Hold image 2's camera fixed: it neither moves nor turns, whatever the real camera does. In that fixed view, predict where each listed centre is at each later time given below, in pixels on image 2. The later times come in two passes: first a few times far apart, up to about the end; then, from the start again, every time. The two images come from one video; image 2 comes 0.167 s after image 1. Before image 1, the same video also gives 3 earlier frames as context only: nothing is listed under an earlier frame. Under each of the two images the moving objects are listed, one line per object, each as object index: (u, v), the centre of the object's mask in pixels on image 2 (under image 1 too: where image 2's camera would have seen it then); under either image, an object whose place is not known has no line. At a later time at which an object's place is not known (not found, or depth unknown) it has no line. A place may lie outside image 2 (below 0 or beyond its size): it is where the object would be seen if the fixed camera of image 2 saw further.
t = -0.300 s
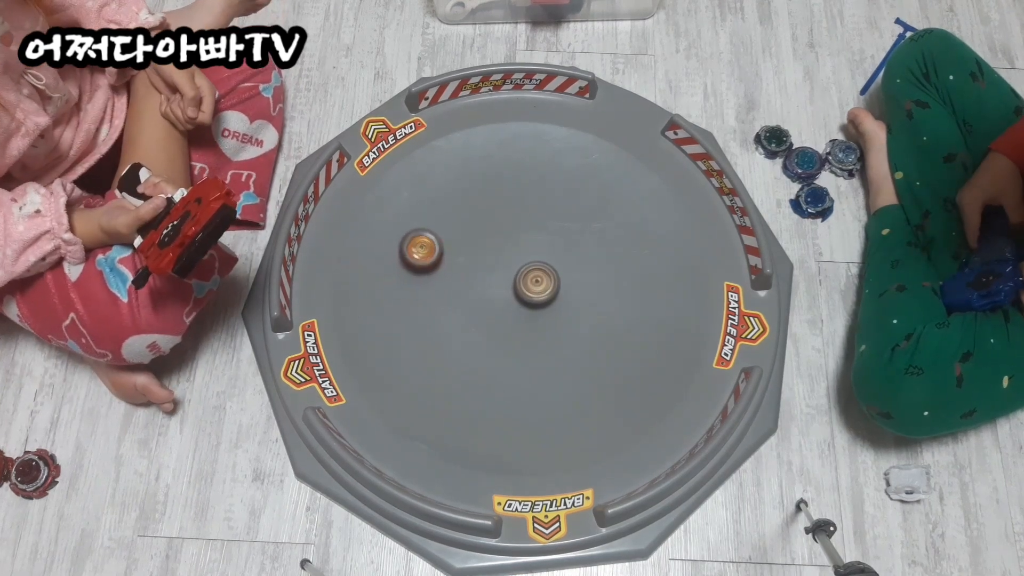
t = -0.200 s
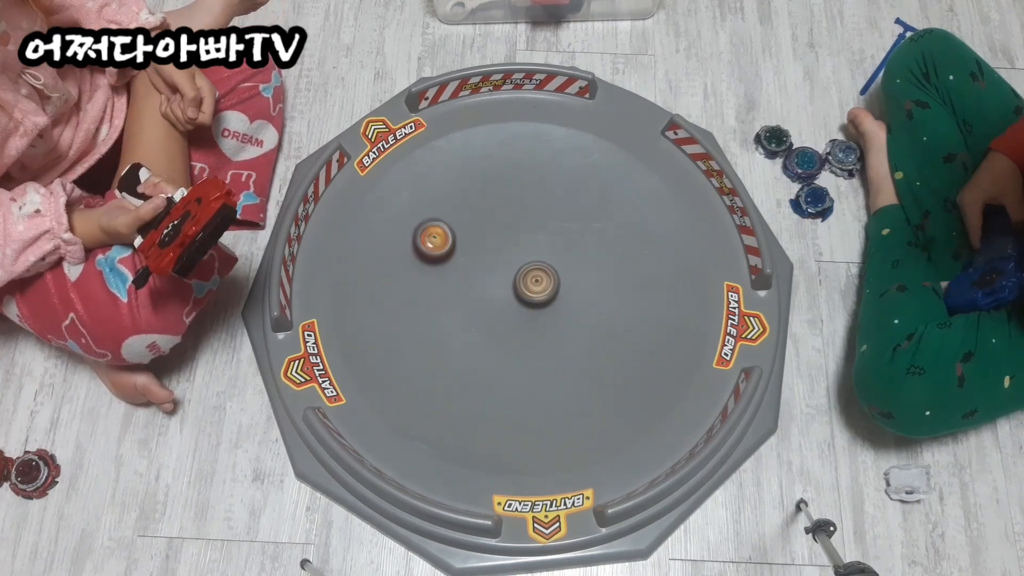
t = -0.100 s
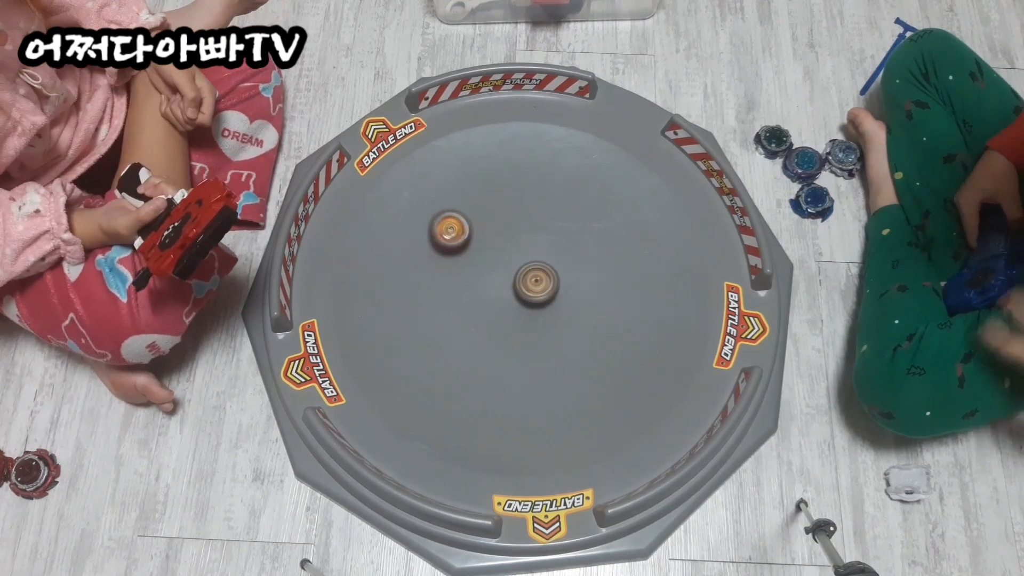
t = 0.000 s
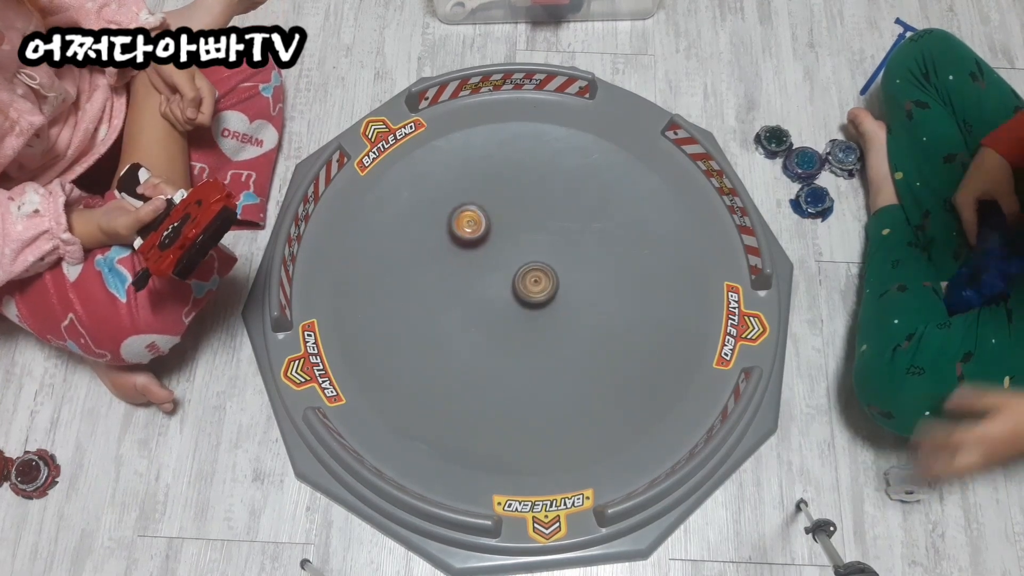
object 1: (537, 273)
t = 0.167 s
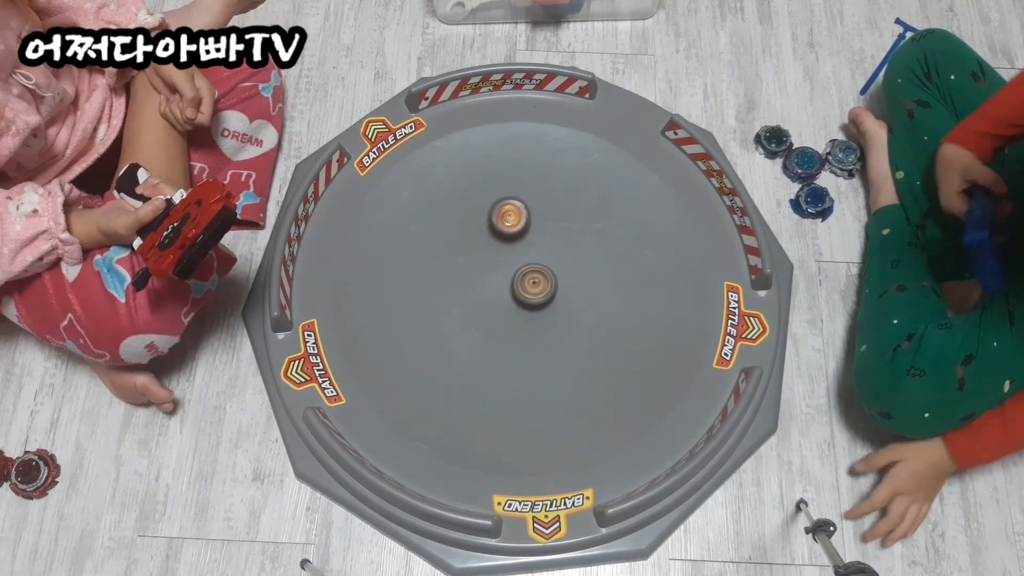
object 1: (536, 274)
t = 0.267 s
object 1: (536, 273)
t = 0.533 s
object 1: (532, 288)
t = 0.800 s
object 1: (528, 282)
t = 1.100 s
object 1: (529, 281)
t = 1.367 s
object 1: (532, 280)
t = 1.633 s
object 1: (538, 276)
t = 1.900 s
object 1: (539, 271)
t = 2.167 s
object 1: (539, 266)
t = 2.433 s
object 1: (536, 266)
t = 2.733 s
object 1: (534, 271)
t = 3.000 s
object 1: (534, 284)
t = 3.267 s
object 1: (532, 285)
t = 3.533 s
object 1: (528, 282)
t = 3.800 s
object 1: (530, 280)
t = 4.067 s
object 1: (534, 279)
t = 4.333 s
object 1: (537, 267)
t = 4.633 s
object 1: (534, 254)
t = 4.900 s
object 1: (529, 255)
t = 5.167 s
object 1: (530, 263)
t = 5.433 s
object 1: (530, 282)
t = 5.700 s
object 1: (531, 290)
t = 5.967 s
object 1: (529, 295)
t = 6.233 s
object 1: (528, 294)
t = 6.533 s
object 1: (529, 291)
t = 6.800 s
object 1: (536, 277)
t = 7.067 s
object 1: (538, 272)
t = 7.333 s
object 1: (541, 270)
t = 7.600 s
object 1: (550, 264)
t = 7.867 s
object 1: (548, 265)
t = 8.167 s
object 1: (545, 282)
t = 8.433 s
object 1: (535, 284)
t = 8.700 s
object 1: (522, 284)
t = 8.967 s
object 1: (501, 280)
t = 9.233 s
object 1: (497, 269)
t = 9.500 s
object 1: (509, 254)
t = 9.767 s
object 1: (527, 266)
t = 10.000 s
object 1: (550, 278)
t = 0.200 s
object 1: (536, 275)
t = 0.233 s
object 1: (535, 275)
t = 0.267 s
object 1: (536, 273)
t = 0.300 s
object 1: (535, 275)
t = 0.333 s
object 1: (534, 275)
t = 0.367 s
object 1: (534, 275)
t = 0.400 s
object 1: (534, 276)
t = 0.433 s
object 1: (533, 276)
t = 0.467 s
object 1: (533, 277)
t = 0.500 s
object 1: (533, 277)
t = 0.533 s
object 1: (532, 288)
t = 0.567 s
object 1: (532, 287)
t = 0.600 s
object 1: (531, 284)
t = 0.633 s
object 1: (531, 280)
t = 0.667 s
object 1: (530, 281)
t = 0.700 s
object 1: (530, 283)
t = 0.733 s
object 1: (529, 282)
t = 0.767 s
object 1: (529, 282)
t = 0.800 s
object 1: (528, 282)
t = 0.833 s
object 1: (528, 282)
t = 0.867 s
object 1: (528, 282)
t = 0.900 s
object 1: (527, 282)
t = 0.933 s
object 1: (528, 281)
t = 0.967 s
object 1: (528, 282)
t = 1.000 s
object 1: (528, 281)
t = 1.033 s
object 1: (528, 280)
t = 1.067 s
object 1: (528, 280)
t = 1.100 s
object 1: (529, 281)
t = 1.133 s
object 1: (528, 280)
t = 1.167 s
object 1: (529, 280)
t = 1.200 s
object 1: (529, 280)
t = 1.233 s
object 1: (529, 280)
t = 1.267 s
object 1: (530, 280)
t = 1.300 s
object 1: (531, 279)
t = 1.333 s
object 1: (531, 280)
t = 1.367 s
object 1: (532, 280)
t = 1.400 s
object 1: (534, 277)
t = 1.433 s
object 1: (535, 277)
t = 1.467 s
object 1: (536, 277)
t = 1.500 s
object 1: (537, 275)
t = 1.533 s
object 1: (537, 274)
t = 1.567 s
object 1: (537, 277)
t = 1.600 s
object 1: (538, 276)
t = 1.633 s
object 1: (538, 276)
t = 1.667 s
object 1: (538, 276)
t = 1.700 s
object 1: (539, 271)
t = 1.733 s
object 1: (539, 271)
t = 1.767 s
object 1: (539, 270)
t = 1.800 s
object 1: (539, 269)
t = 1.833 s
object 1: (540, 269)
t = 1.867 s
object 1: (540, 268)
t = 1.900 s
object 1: (539, 271)
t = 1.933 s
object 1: (539, 271)
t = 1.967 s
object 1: (539, 266)
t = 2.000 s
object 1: (540, 270)
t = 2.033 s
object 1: (539, 266)
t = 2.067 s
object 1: (539, 266)
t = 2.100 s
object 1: (539, 266)
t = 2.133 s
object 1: (539, 266)
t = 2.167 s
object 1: (539, 266)
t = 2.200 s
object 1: (539, 266)
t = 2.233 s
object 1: (538, 266)
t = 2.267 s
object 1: (538, 267)
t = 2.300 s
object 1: (538, 267)
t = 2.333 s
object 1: (537, 267)
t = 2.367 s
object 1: (537, 266)
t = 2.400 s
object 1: (537, 267)
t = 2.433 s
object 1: (536, 266)
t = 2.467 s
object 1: (536, 267)
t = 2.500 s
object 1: (536, 268)
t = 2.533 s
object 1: (536, 268)
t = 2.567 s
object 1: (536, 268)
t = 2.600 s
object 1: (536, 268)
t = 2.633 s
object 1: (536, 270)
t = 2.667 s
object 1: (535, 270)
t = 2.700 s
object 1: (535, 271)
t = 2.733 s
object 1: (534, 271)
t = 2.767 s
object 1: (533, 284)
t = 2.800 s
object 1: (532, 284)
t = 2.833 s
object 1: (534, 274)
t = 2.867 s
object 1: (534, 274)
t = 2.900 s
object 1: (533, 285)
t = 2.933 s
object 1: (533, 283)
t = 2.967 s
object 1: (534, 284)
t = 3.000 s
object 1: (534, 284)
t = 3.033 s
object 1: (534, 282)
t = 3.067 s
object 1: (534, 283)
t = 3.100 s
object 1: (533, 287)
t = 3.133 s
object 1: (533, 287)
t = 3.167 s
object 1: (532, 288)
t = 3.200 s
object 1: (532, 287)
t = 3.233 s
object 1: (532, 287)
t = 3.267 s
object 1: (532, 285)
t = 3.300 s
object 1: (531, 286)
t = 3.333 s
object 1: (530, 283)
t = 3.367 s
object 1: (529, 283)
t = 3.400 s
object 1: (529, 282)
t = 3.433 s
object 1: (529, 282)
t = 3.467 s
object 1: (528, 282)
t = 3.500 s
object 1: (528, 282)
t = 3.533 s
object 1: (528, 282)
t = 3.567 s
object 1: (528, 281)
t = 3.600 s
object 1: (528, 281)
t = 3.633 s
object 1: (529, 281)
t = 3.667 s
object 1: (529, 281)
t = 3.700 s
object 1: (529, 281)
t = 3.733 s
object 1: (529, 281)
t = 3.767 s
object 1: (530, 280)
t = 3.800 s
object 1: (530, 280)
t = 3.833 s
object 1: (531, 280)
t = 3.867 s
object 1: (531, 280)
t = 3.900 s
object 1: (532, 279)
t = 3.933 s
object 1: (532, 279)
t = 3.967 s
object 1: (533, 279)
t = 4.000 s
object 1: (533, 279)
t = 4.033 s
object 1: (534, 279)
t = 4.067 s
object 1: (534, 279)
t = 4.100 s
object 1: (535, 279)
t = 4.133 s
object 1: (536, 276)
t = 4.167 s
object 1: (536, 275)
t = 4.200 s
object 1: (537, 275)
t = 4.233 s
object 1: (537, 275)
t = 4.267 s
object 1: (537, 274)
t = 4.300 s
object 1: (537, 268)
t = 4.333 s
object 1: (537, 267)
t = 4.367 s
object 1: (536, 261)
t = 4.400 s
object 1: (537, 259)
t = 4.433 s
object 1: (537, 258)
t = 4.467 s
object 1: (536, 257)
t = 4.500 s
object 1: (536, 256)
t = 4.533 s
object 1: (536, 256)
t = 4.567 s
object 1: (535, 255)
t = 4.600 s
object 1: (534, 255)
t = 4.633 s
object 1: (534, 254)
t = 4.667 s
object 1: (532, 254)
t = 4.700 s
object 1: (532, 253)
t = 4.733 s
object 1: (532, 253)
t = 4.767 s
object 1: (531, 253)
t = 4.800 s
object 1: (531, 253)
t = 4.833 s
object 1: (530, 254)
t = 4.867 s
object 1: (529, 255)
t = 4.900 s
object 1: (529, 255)
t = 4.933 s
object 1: (528, 255)
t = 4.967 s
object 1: (527, 255)
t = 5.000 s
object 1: (527, 256)
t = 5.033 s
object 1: (527, 256)
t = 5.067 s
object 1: (528, 258)
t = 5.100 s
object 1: (529, 260)
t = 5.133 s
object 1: (529, 271)
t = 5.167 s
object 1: (530, 263)
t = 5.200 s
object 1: (528, 275)
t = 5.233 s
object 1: (528, 277)
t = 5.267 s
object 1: (530, 265)
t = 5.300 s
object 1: (528, 278)
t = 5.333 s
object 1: (532, 268)
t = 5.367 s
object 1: (529, 280)
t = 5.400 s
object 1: (529, 282)
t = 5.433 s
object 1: (530, 282)
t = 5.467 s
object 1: (530, 283)
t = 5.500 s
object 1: (530, 285)
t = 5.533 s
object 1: (531, 286)
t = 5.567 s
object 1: (531, 287)
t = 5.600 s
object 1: (531, 288)
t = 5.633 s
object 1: (531, 289)
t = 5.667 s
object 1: (531, 290)
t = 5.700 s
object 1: (531, 290)
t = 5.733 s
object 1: (531, 291)
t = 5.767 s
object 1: (531, 292)
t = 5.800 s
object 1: (530, 293)
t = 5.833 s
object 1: (530, 294)
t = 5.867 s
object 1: (529, 295)
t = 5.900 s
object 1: (529, 295)
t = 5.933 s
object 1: (529, 295)
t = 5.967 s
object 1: (529, 295)
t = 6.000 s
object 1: (529, 296)
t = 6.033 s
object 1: (529, 296)
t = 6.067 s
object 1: (528, 295)
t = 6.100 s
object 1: (528, 295)
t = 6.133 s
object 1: (528, 295)
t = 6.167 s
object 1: (528, 294)
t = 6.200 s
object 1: (528, 294)
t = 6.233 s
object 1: (528, 294)
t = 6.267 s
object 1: (528, 293)
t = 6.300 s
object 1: (528, 293)
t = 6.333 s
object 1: (528, 293)
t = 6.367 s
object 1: (528, 293)
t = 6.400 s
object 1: (528, 292)
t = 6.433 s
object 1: (528, 292)
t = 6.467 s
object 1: (528, 292)
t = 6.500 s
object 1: (529, 291)
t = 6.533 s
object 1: (529, 291)
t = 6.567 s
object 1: (530, 290)
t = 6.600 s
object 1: (530, 290)
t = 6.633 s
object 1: (533, 278)
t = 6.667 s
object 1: (533, 278)
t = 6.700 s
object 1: (533, 278)
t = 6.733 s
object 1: (534, 277)
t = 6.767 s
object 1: (535, 277)
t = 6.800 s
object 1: (536, 277)
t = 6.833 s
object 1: (537, 276)
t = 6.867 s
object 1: (537, 275)
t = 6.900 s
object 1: (537, 275)
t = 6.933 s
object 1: (537, 275)
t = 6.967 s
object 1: (537, 274)
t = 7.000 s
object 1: (537, 273)
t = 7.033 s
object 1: (537, 272)
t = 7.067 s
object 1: (538, 272)
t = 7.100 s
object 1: (539, 271)
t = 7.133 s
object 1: (538, 275)
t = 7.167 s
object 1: (538, 271)
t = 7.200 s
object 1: (538, 275)
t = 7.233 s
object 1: (538, 274)
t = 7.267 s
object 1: (538, 276)
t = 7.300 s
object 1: (540, 271)
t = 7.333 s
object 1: (541, 270)
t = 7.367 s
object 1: (545, 268)
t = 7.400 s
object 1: (547, 265)
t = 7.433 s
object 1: (548, 265)
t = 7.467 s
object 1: (548, 264)
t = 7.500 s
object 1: (549, 264)
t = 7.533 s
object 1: (549, 264)
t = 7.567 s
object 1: (549, 264)
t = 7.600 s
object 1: (550, 264)
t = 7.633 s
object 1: (551, 264)
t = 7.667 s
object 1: (549, 264)
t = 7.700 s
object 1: (550, 264)
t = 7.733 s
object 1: (549, 264)
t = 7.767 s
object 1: (548, 264)
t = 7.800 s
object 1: (549, 264)
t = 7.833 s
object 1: (548, 264)
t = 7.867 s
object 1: (548, 265)
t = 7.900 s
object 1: (547, 265)
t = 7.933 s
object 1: (546, 274)
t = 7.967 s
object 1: (545, 275)
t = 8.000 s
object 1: (545, 276)
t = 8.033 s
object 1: (549, 271)
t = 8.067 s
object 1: (546, 283)
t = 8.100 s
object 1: (546, 284)
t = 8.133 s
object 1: (546, 280)
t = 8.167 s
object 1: (545, 282)
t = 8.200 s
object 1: (544, 282)
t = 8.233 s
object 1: (543, 284)
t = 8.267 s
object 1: (542, 282)
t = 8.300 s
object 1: (541, 282)
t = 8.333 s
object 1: (540, 283)
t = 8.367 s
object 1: (538, 283)
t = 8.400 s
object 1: (537, 284)
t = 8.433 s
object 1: (535, 284)
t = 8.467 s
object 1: (533, 284)
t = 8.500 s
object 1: (532, 284)
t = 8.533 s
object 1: (530, 285)
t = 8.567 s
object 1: (528, 285)
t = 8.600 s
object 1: (527, 286)
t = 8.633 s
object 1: (525, 285)
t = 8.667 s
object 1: (524, 284)
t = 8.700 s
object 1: (522, 284)
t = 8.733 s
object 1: (519, 283)
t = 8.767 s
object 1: (512, 285)
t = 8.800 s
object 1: (507, 284)
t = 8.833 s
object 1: (505, 283)
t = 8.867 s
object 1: (503, 282)
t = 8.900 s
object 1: (502, 282)
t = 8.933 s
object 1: (501, 280)
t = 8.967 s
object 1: (501, 280)
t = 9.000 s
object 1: (500, 280)
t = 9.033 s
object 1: (499, 279)
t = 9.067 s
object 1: (499, 277)
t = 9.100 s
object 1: (498, 275)
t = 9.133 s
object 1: (496, 276)
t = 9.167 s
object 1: (497, 268)
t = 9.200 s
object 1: (497, 270)
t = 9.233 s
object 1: (497, 269)
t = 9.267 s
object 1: (498, 268)
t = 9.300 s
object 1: (498, 262)
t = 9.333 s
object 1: (499, 272)
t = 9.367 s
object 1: (501, 262)
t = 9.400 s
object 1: (503, 260)
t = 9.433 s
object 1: (503, 257)
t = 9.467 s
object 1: (505, 255)
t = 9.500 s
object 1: (509, 254)
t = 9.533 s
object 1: (509, 255)
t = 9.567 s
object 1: (512, 253)
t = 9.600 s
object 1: (511, 264)
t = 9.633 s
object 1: (512, 267)
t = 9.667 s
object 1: (514, 267)
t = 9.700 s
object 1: (517, 267)
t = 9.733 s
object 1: (522, 267)
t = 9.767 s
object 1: (527, 266)
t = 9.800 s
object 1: (535, 258)
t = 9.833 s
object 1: (537, 262)
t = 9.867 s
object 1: (540, 264)
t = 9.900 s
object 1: (542, 267)
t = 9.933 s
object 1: (540, 280)
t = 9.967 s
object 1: (542, 287)
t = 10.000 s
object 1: (550, 278)
